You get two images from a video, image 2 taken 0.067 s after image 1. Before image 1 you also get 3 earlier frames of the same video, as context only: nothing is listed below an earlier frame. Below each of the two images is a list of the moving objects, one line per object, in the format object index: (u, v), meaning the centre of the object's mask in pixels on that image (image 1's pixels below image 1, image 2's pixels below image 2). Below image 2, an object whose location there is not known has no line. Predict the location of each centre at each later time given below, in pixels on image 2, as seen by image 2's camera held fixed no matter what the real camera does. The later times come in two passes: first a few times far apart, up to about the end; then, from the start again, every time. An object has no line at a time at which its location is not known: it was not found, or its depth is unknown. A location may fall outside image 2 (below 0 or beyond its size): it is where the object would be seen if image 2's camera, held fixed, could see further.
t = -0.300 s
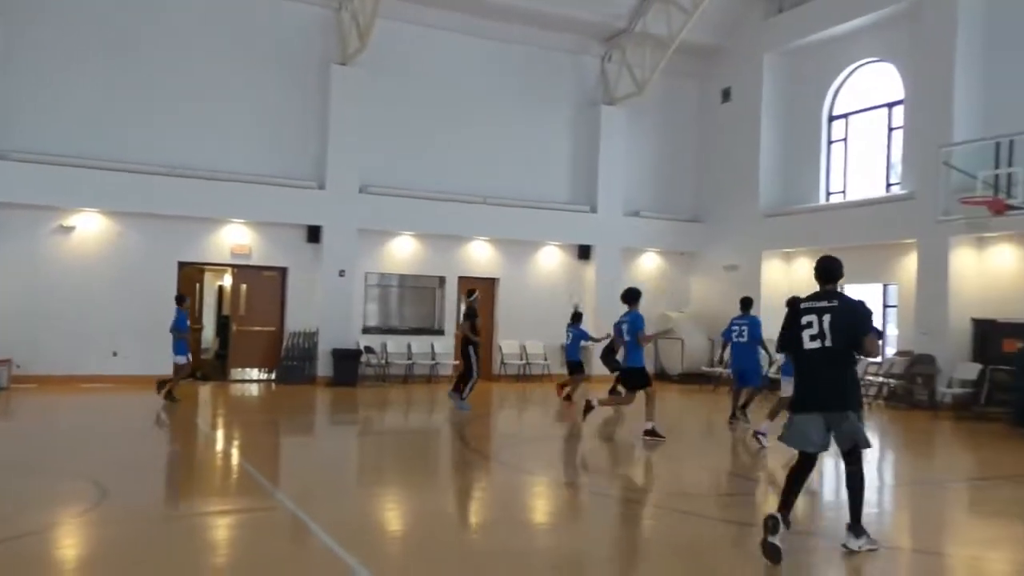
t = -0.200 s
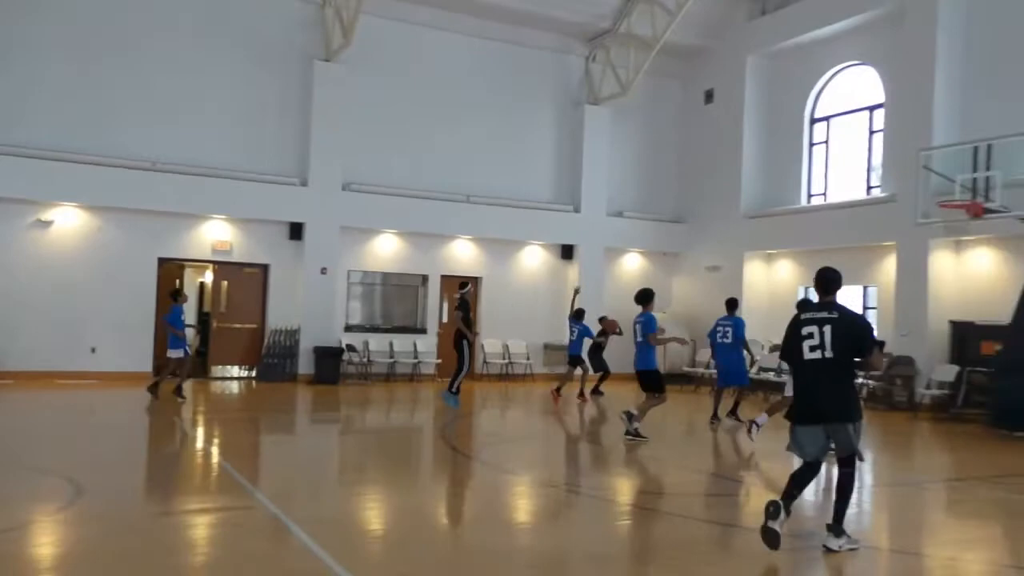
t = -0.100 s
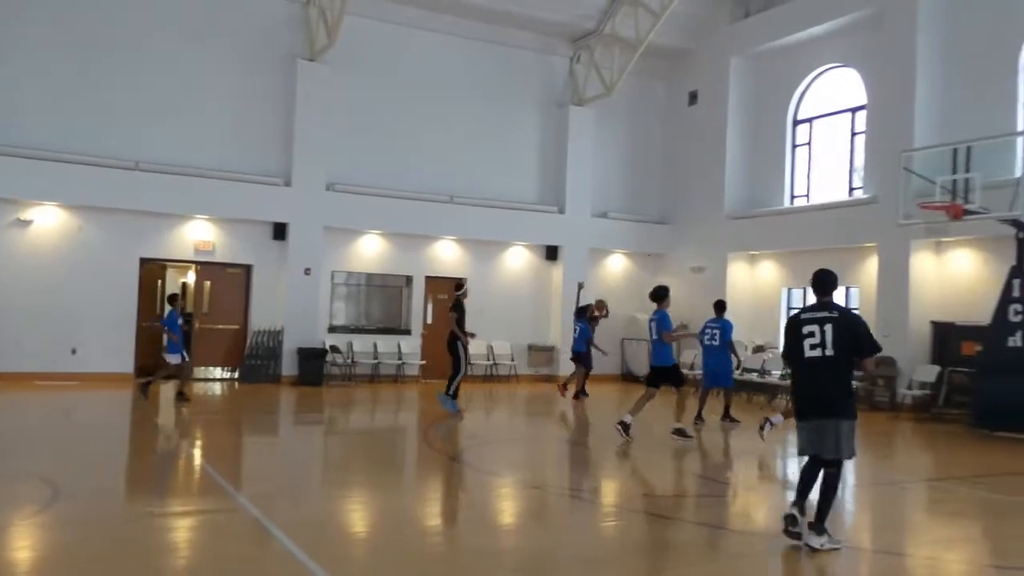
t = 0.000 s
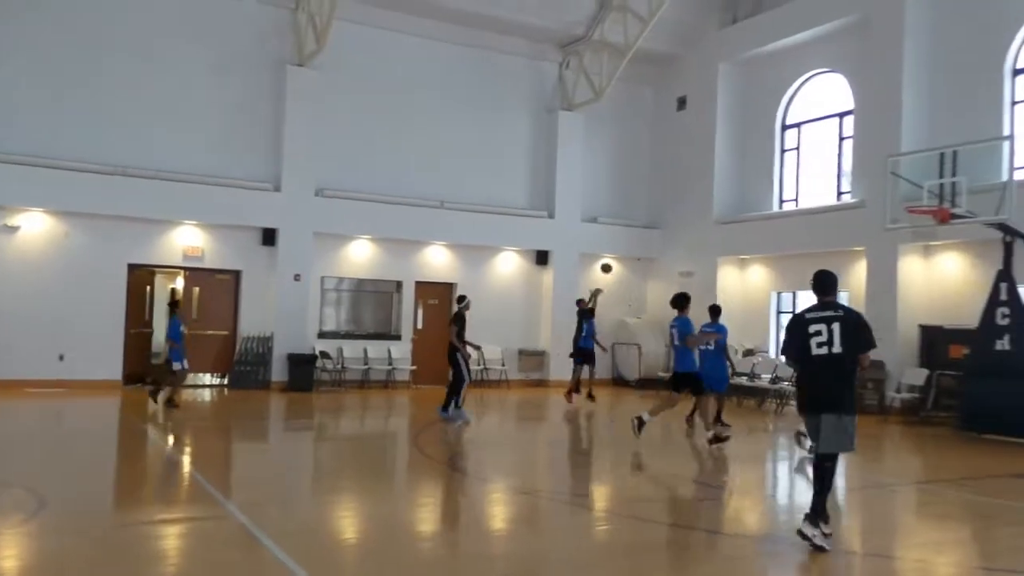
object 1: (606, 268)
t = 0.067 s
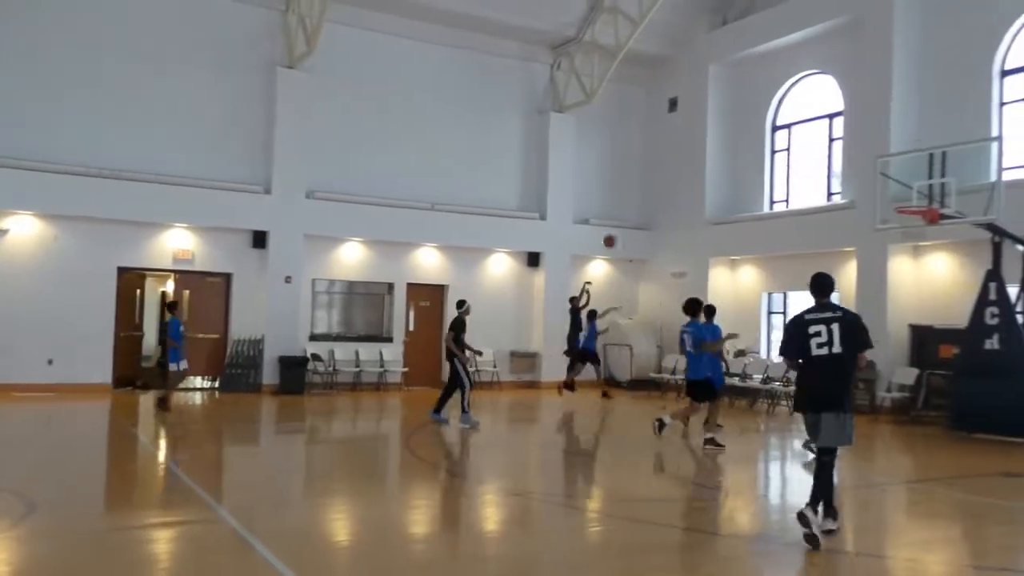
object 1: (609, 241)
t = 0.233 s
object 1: (640, 179)
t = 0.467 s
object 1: (686, 113)
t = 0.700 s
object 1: (734, 74)
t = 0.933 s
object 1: (784, 65)
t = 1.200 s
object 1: (849, 103)
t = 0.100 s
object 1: (615, 227)
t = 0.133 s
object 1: (621, 215)
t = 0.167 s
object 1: (628, 202)
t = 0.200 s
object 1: (634, 190)
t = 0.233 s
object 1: (640, 179)
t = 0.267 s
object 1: (646, 168)
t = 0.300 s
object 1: (653, 157)
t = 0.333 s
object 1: (659, 147)
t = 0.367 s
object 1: (666, 138)
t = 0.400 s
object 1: (672, 129)
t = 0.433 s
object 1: (679, 121)
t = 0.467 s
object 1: (686, 113)
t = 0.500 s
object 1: (692, 106)
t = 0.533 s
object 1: (700, 99)
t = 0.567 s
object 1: (706, 93)
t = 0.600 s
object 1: (713, 88)
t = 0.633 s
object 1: (720, 82)
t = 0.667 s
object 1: (727, 78)
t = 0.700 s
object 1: (734, 74)
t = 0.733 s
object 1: (741, 71)
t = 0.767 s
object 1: (748, 68)
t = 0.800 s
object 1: (755, 67)
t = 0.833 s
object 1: (762, 65)
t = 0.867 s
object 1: (770, 65)
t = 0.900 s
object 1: (777, 65)
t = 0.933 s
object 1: (784, 65)
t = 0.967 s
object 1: (792, 68)
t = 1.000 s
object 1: (800, 70)
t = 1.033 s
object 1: (808, 73)
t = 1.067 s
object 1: (816, 77)
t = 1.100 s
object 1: (825, 82)
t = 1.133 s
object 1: (833, 88)
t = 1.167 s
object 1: (841, 95)
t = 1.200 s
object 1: (849, 103)
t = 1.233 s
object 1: (857, 111)
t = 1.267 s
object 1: (865, 120)
